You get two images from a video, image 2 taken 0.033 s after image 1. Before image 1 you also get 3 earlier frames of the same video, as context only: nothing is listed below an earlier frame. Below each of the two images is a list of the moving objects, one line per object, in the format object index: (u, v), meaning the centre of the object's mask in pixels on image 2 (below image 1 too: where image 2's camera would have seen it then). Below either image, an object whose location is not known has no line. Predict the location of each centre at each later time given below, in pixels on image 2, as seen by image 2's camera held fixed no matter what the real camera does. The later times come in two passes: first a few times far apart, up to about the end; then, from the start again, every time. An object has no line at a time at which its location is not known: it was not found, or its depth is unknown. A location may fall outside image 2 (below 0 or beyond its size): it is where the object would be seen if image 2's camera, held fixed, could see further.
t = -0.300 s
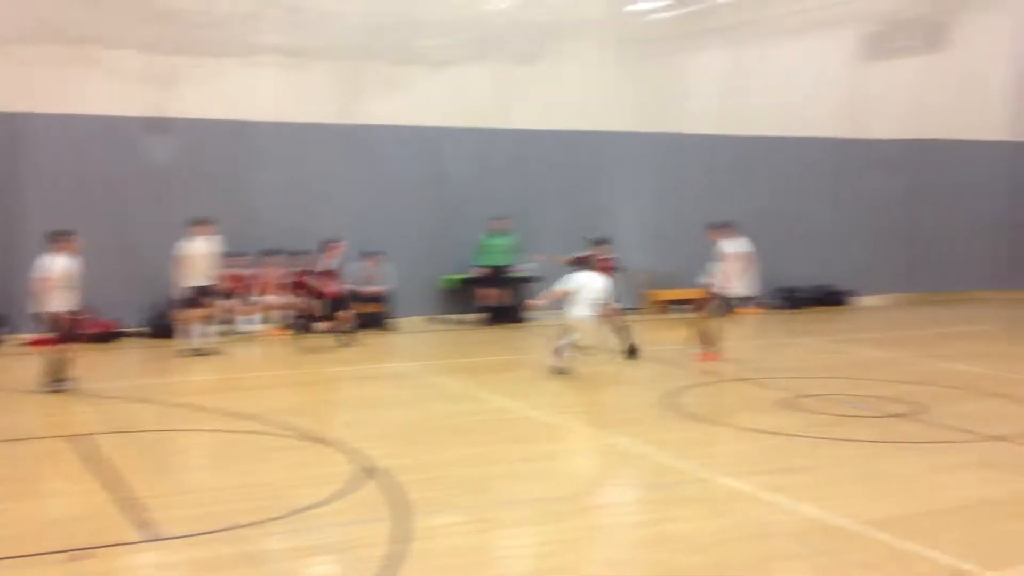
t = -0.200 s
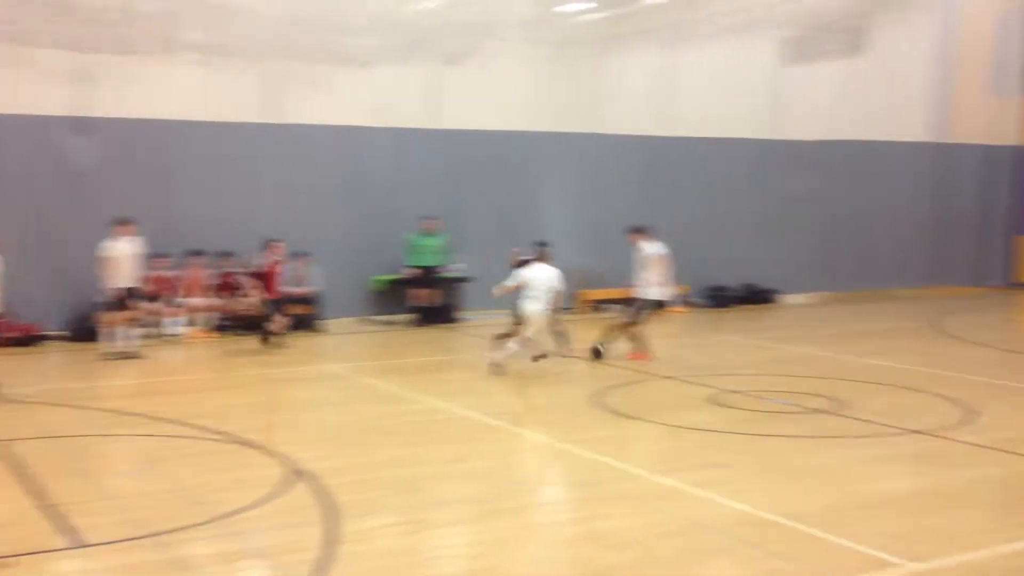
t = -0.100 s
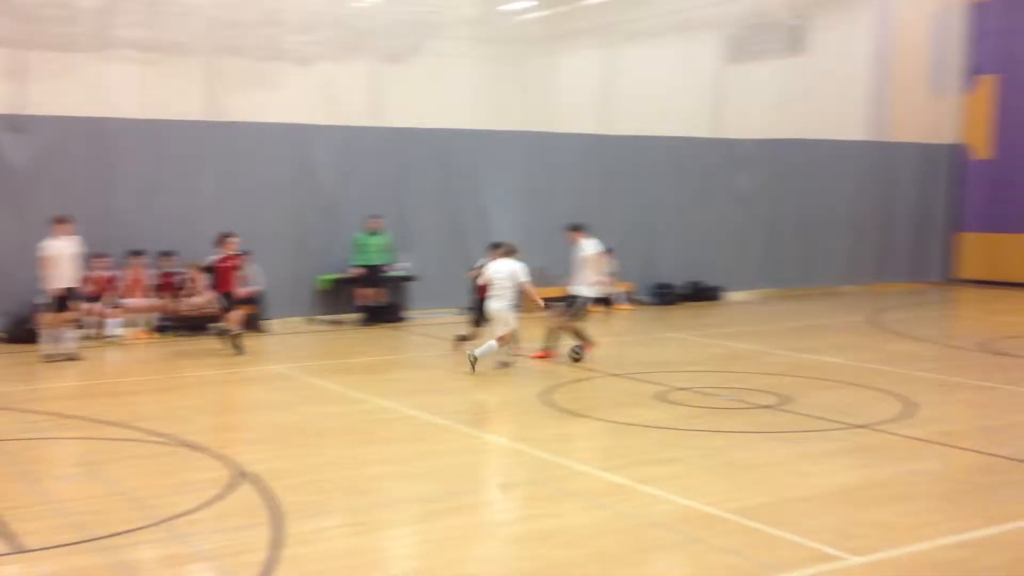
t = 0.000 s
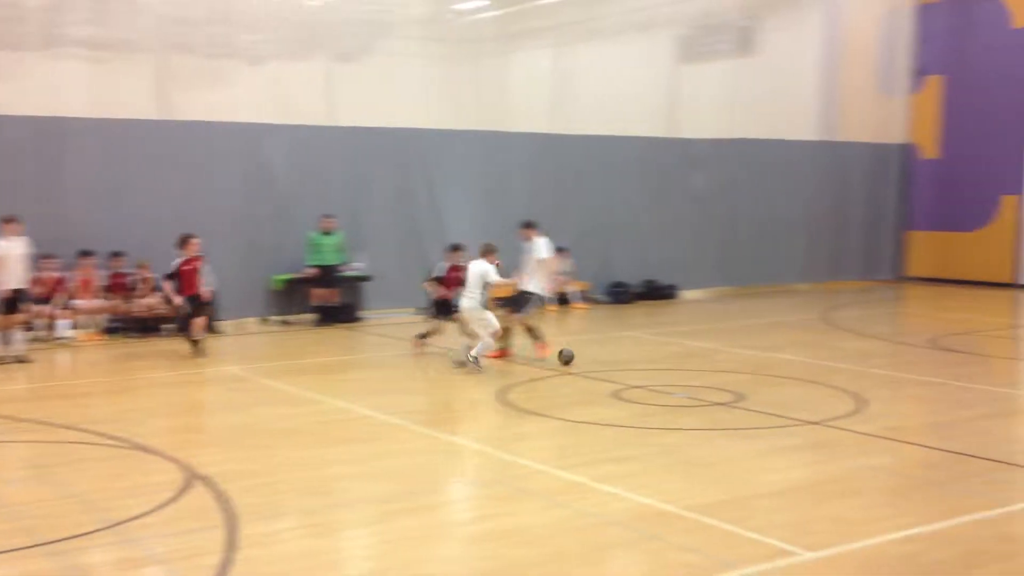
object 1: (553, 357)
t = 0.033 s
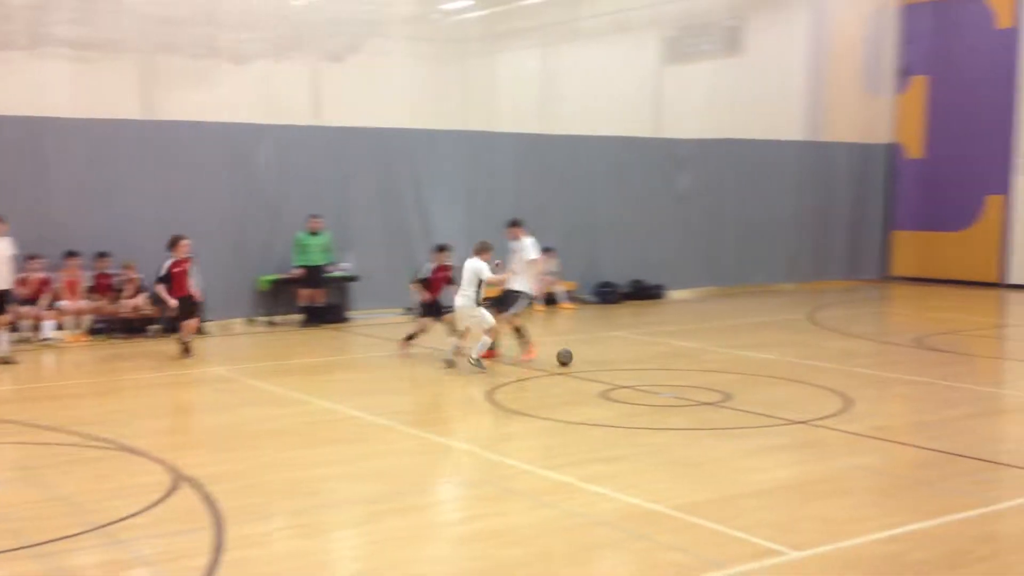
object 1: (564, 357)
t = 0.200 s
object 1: (620, 363)
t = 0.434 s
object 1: (702, 368)
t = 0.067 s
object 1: (576, 358)
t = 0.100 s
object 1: (586, 359)
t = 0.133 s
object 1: (598, 361)
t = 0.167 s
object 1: (609, 361)
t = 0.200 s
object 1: (620, 363)
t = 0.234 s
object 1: (632, 364)
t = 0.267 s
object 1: (644, 364)
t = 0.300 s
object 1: (655, 365)
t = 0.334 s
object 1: (667, 366)
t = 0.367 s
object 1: (678, 367)
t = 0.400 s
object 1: (690, 367)
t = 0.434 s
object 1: (702, 368)
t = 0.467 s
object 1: (713, 369)
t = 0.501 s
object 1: (724, 370)
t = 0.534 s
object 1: (737, 371)
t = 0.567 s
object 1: (749, 372)
